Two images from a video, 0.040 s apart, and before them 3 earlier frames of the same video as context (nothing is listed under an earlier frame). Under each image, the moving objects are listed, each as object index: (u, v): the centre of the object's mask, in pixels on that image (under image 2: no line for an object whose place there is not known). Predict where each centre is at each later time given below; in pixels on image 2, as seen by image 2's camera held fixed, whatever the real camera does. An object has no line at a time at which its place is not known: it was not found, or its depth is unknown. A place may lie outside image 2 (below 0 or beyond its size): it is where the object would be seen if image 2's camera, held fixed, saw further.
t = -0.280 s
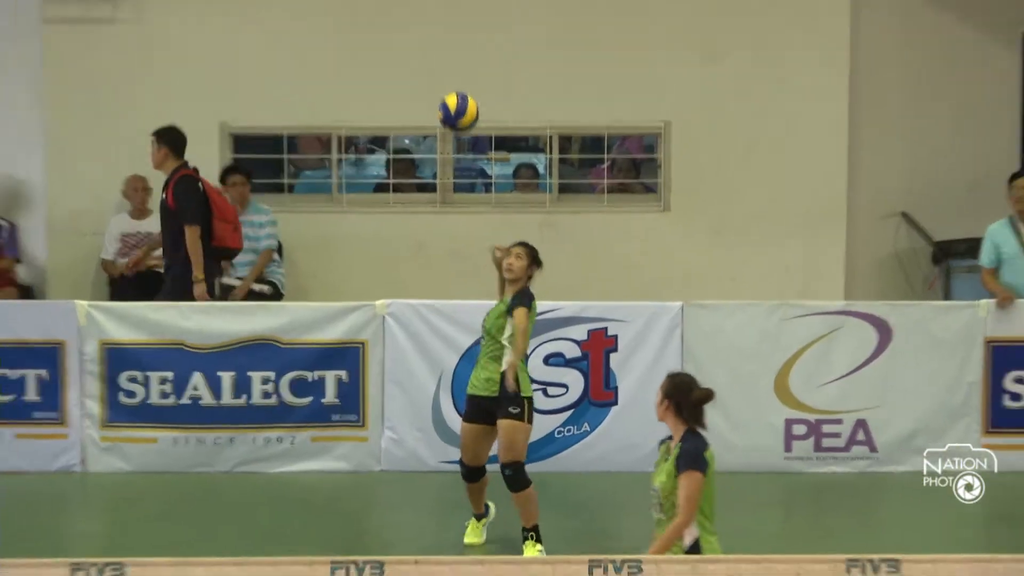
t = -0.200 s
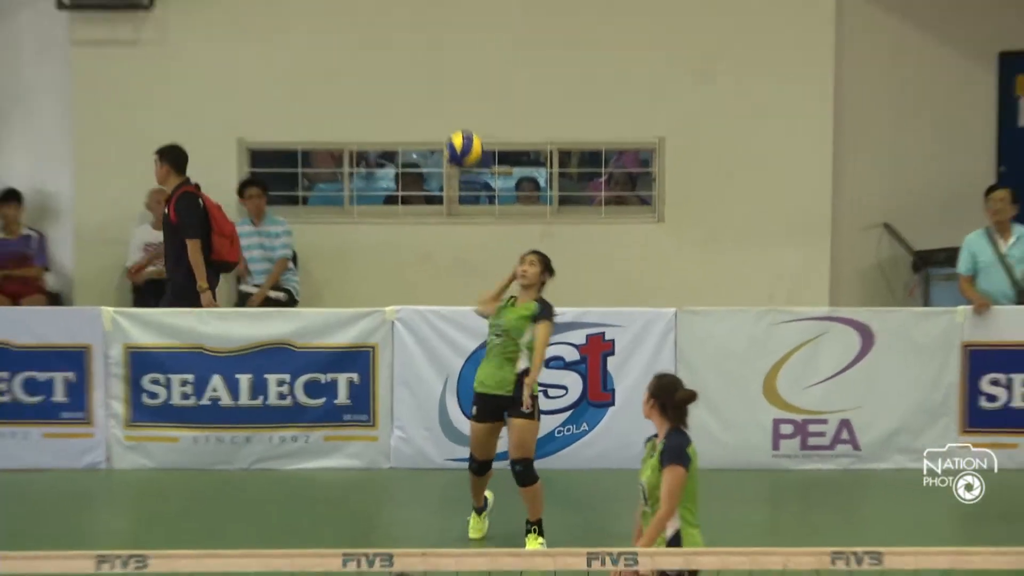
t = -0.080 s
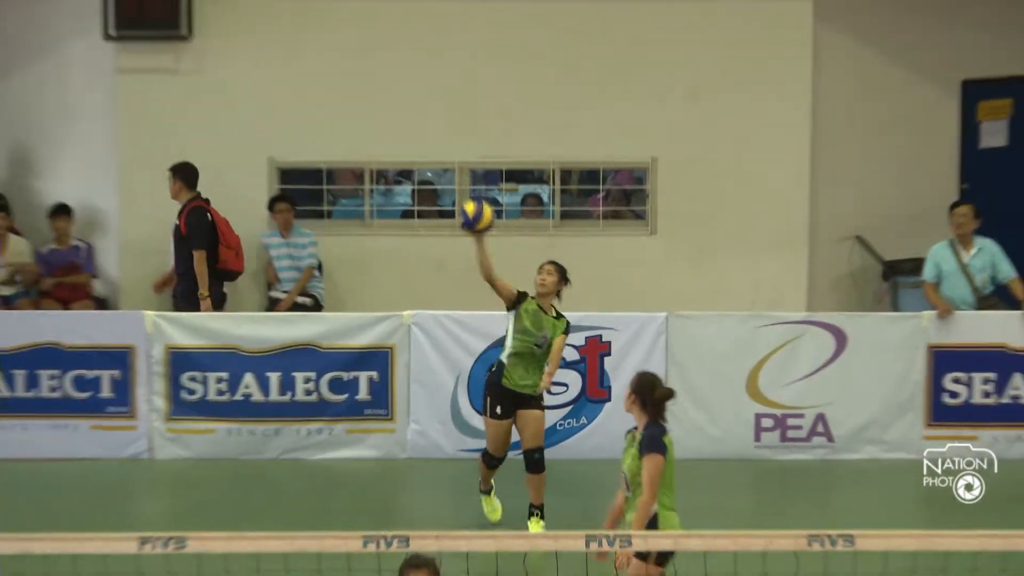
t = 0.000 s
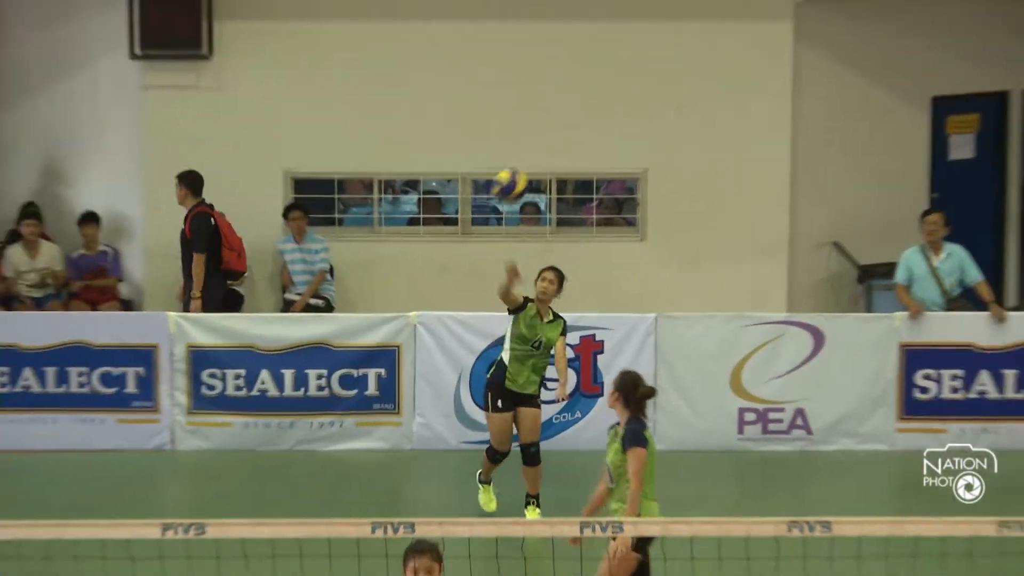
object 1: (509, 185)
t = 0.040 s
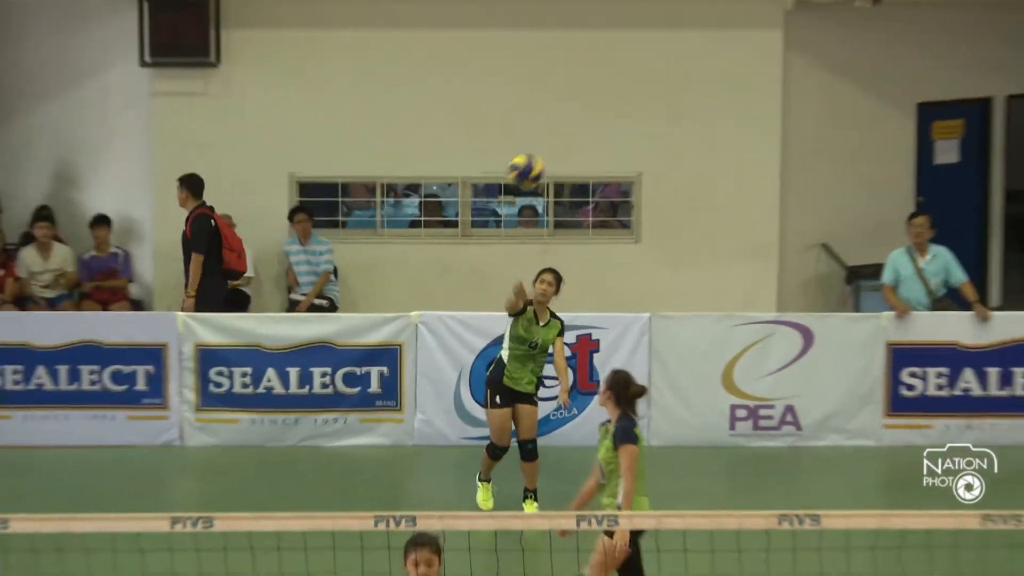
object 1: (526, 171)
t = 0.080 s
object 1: (545, 154)
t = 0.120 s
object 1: (565, 140)
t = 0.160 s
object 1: (587, 127)
